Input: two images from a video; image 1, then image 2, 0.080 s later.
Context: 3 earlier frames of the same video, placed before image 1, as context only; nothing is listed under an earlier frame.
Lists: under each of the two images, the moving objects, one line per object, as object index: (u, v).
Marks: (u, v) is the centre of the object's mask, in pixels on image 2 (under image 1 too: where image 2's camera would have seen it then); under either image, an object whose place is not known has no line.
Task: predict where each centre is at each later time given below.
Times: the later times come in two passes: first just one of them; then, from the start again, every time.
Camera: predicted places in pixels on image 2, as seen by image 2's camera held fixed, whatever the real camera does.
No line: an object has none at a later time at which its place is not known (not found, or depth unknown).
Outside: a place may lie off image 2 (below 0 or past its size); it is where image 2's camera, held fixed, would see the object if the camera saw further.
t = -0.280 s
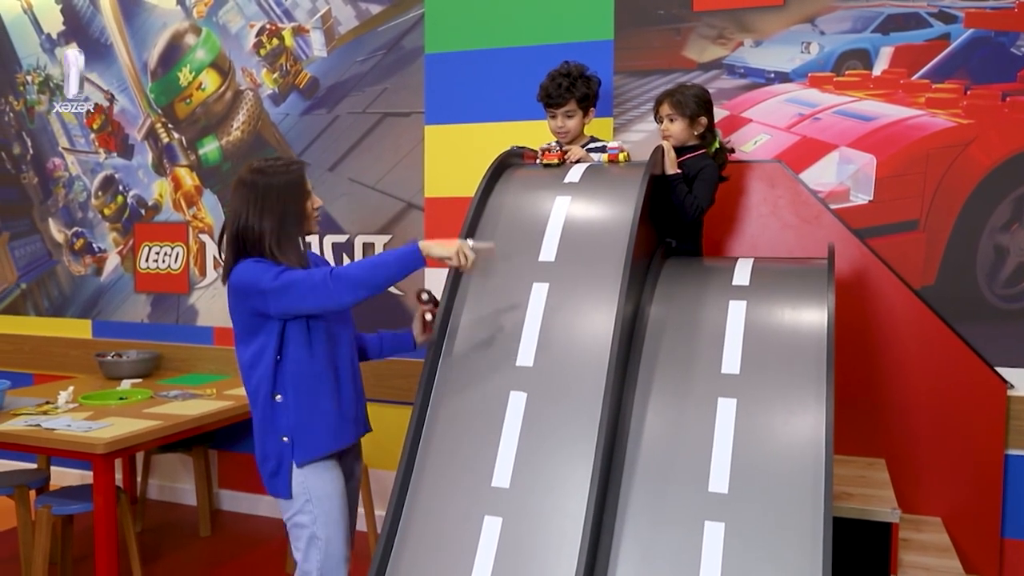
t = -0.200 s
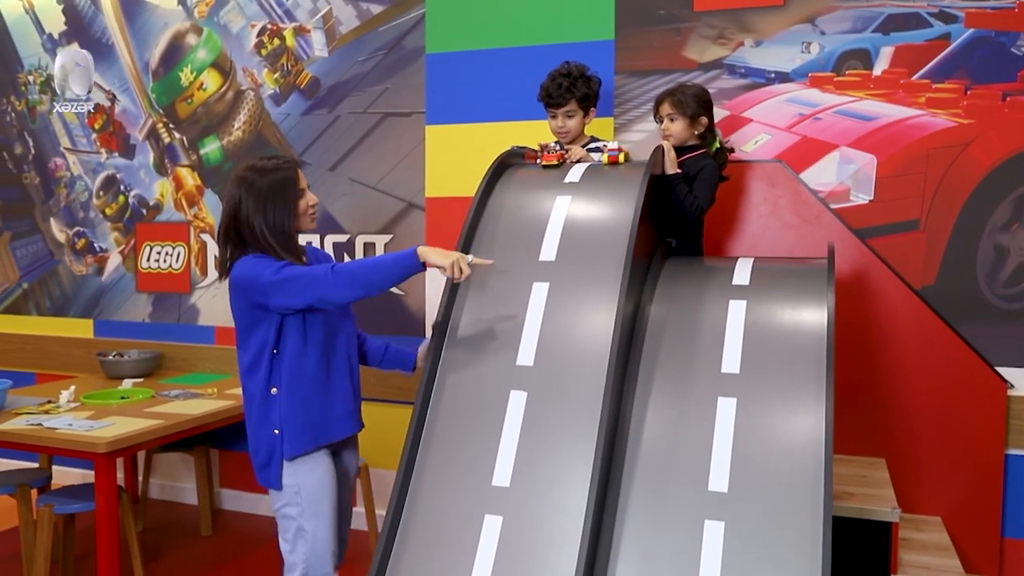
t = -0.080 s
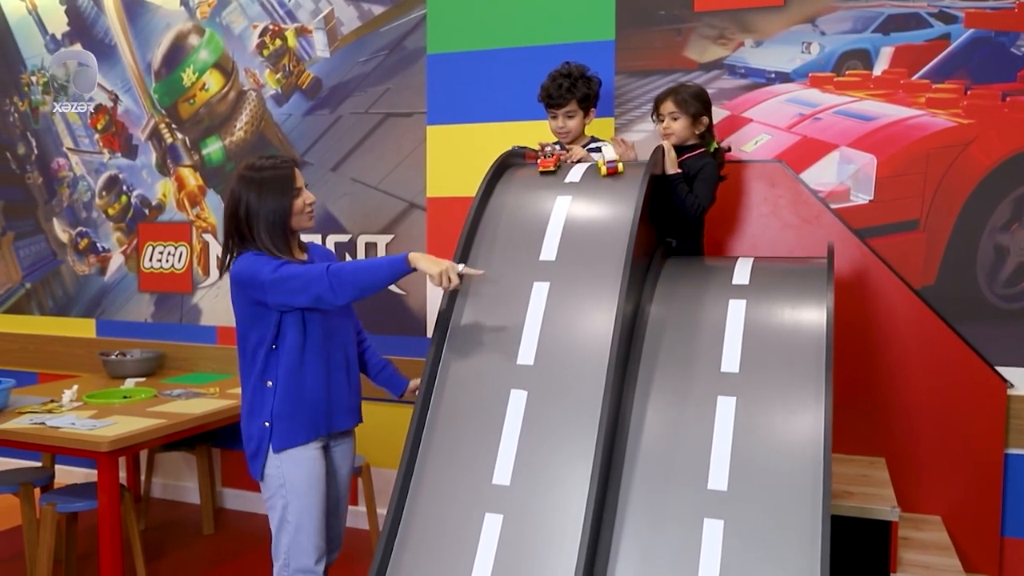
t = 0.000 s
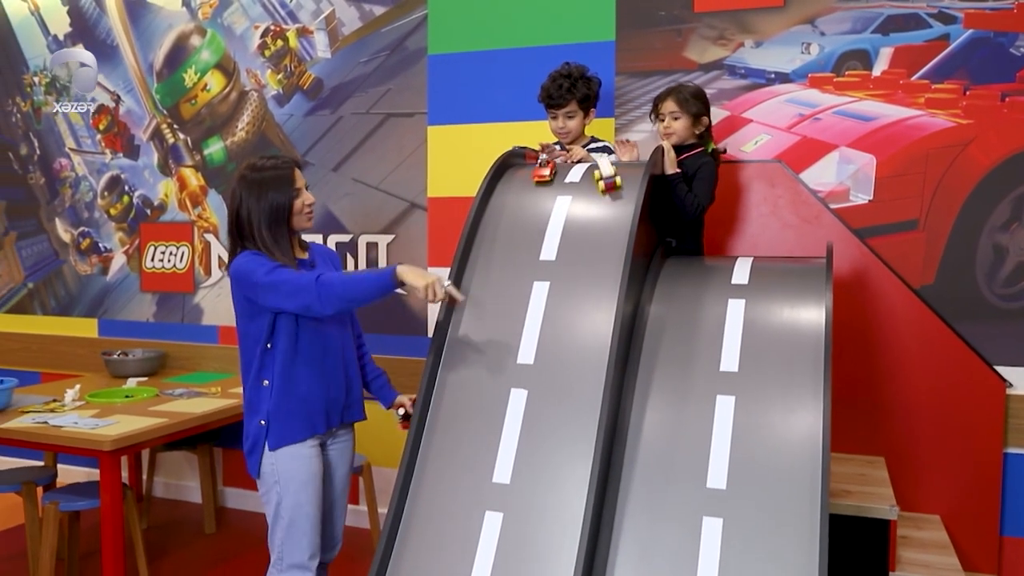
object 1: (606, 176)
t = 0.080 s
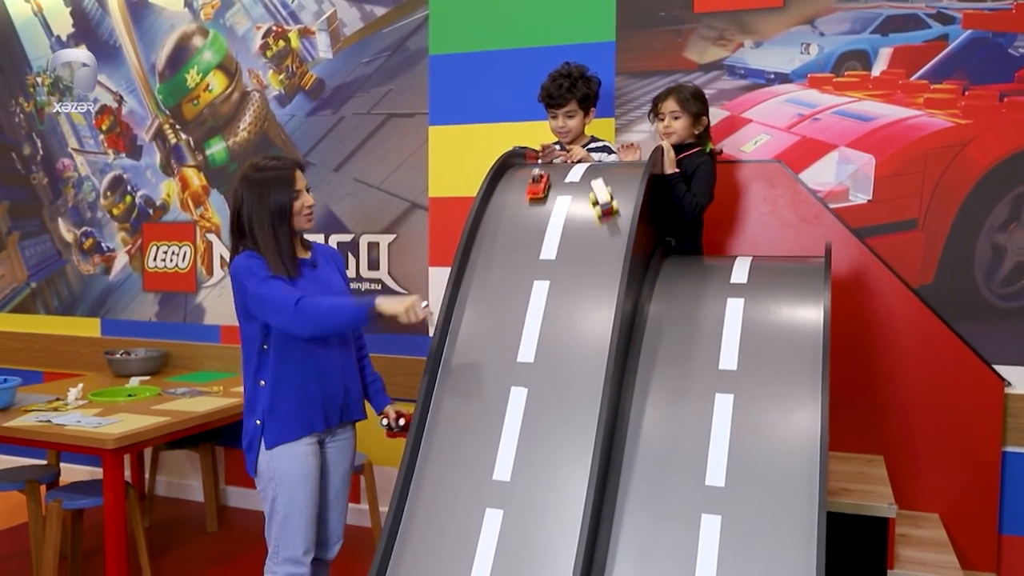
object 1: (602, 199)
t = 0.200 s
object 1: (594, 269)
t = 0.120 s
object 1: (600, 217)
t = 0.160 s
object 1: (597, 241)
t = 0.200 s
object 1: (594, 269)
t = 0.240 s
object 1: (590, 304)
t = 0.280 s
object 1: (585, 345)
